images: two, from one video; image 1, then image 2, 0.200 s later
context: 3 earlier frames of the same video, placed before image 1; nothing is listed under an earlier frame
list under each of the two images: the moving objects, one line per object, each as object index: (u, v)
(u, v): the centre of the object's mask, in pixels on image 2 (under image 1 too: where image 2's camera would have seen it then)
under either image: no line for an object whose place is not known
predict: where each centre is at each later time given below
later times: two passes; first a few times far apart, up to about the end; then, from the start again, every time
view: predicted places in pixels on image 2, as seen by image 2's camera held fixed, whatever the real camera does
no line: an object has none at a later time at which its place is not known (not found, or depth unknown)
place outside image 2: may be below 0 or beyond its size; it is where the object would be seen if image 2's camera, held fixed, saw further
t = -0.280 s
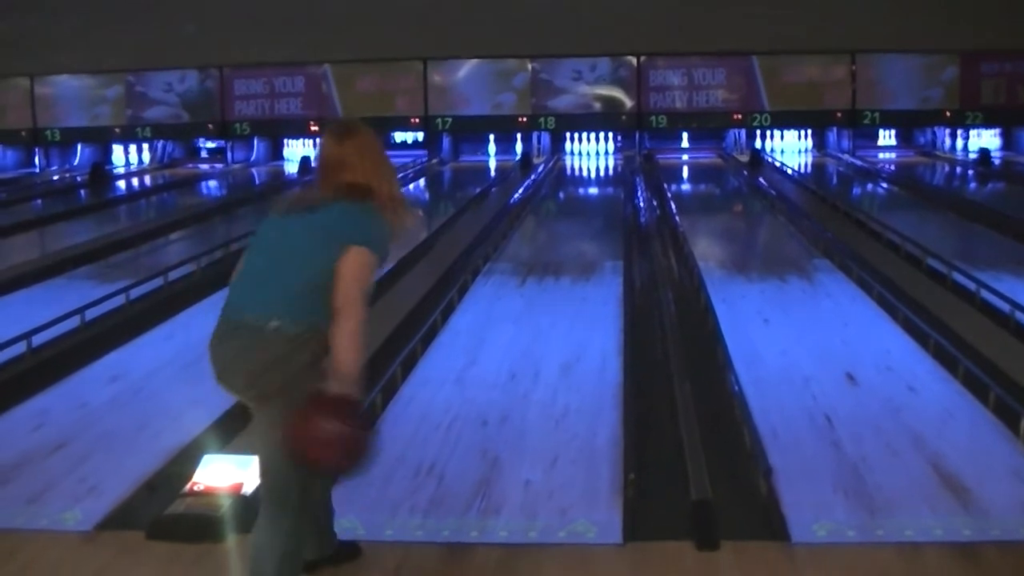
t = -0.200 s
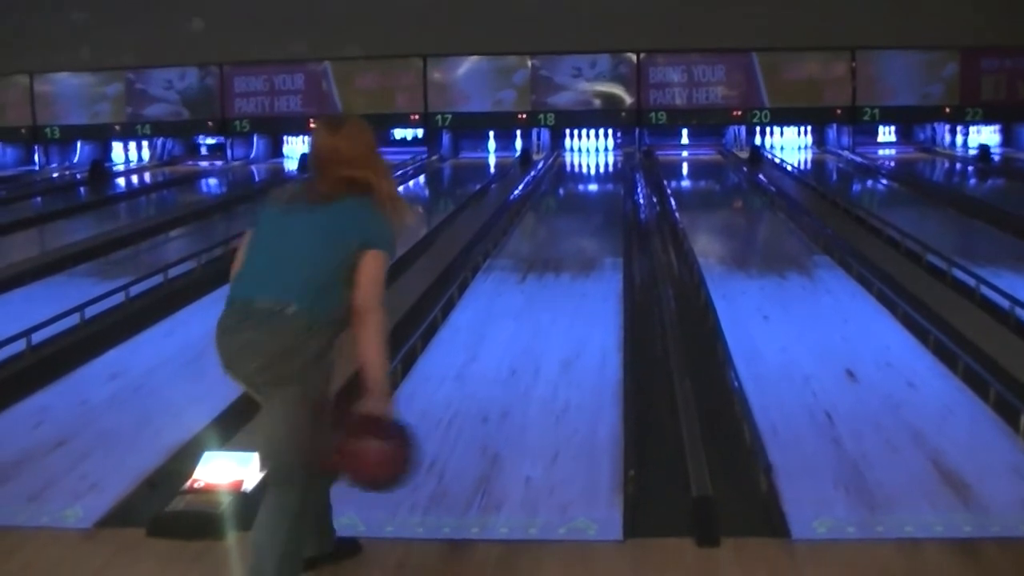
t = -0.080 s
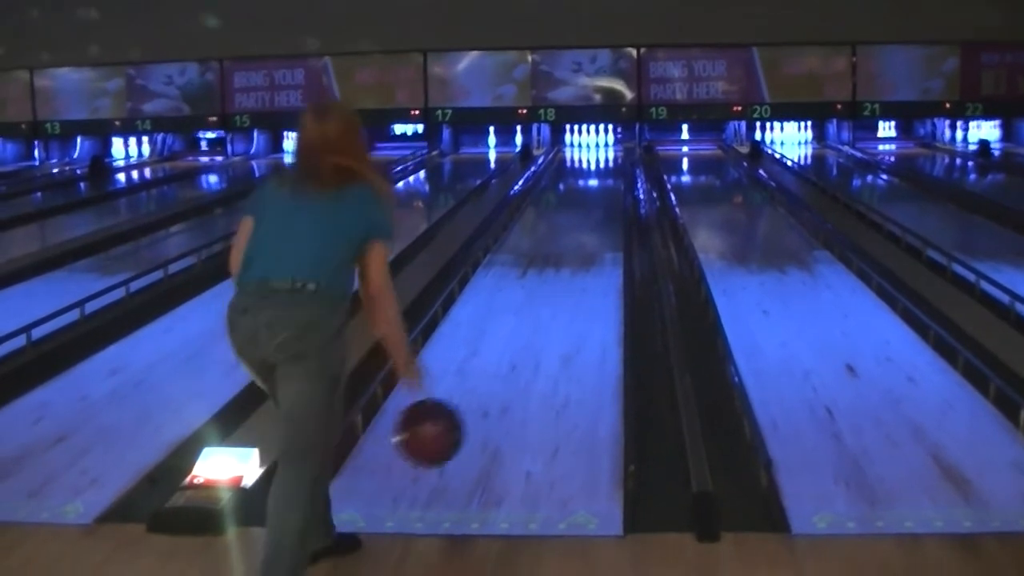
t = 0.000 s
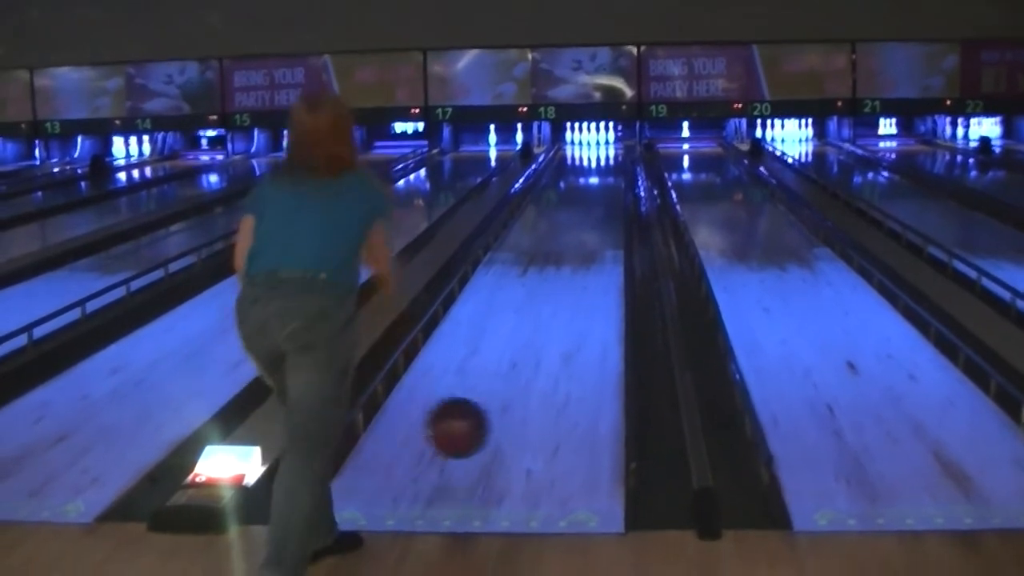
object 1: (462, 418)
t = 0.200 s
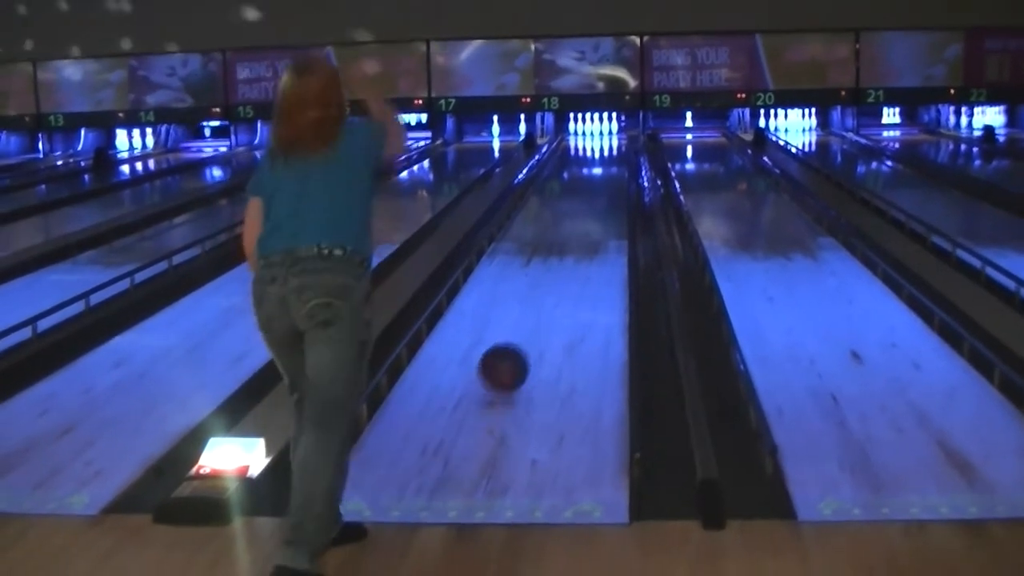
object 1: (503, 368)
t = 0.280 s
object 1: (516, 356)
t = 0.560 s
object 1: (547, 297)
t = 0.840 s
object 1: (567, 260)
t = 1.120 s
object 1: (581, 234)
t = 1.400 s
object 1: (592, 213)
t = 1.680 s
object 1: (601, 198)
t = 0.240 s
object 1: (510, 362)
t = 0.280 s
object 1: (516, 356)
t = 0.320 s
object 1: (522, 346)
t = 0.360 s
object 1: (526, 337)
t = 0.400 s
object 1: (531, 328)
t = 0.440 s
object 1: (535, 320)
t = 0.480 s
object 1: (539, 312)
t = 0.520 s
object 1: (544, 304)
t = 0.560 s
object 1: (547, 297)
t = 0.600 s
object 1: (551, 291)
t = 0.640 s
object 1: (554, 285)
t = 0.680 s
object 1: (557, 280)
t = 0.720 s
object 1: (559, 274)
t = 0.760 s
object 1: (562, 269)
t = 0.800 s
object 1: (564, 264)
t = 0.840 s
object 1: (567, 260)
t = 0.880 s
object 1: (569, 255)
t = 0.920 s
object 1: (571, 251)
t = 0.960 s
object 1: (573, 248)
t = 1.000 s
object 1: (575, 244)
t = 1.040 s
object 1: (577, 241)
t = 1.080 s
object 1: (579, 237)
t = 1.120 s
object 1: (581, 234)
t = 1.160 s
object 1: (583, 231)
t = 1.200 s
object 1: (585, 226)
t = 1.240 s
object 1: (586, 224)
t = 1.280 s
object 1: (587, 221)
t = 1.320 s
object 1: (589, 218)
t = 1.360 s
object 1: (590, 216)
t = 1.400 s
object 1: (592, 213)
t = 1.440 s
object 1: (593, 211)
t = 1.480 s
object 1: (595, 208)
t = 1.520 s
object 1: (596, 207)
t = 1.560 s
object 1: (597, 205)
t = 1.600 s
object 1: (598, 203)
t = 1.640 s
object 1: (600, 200)
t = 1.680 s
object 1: (601, 198)
